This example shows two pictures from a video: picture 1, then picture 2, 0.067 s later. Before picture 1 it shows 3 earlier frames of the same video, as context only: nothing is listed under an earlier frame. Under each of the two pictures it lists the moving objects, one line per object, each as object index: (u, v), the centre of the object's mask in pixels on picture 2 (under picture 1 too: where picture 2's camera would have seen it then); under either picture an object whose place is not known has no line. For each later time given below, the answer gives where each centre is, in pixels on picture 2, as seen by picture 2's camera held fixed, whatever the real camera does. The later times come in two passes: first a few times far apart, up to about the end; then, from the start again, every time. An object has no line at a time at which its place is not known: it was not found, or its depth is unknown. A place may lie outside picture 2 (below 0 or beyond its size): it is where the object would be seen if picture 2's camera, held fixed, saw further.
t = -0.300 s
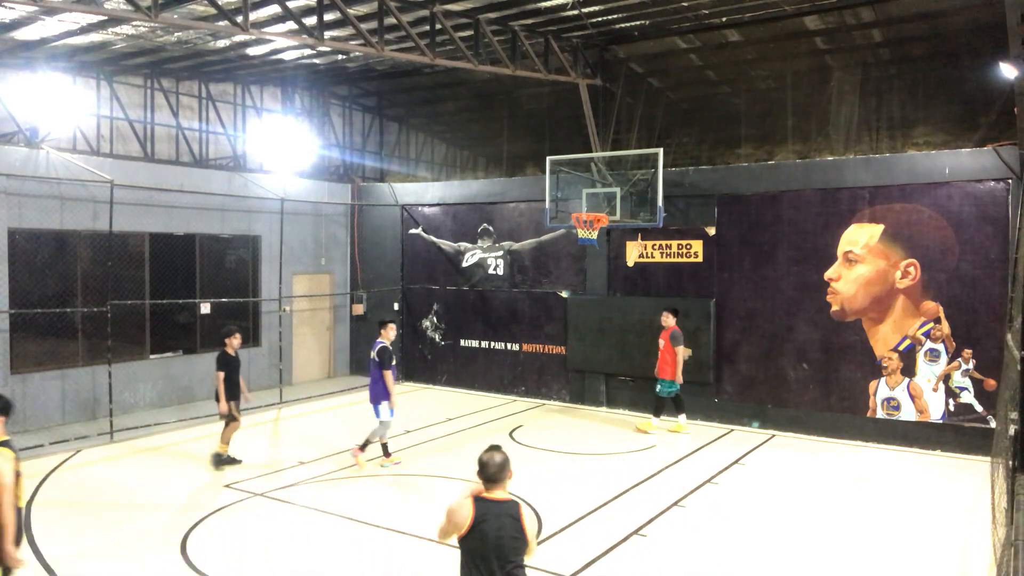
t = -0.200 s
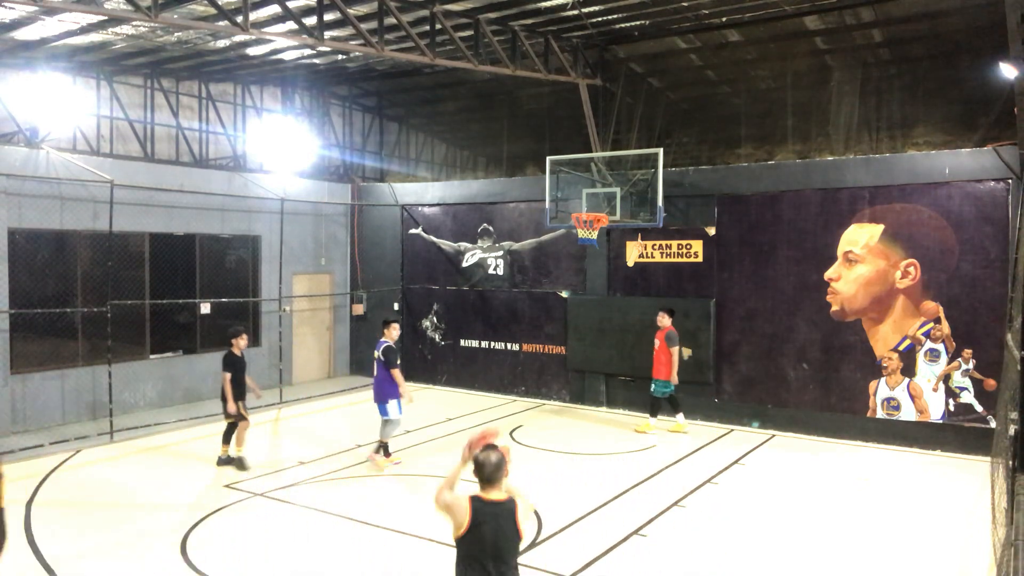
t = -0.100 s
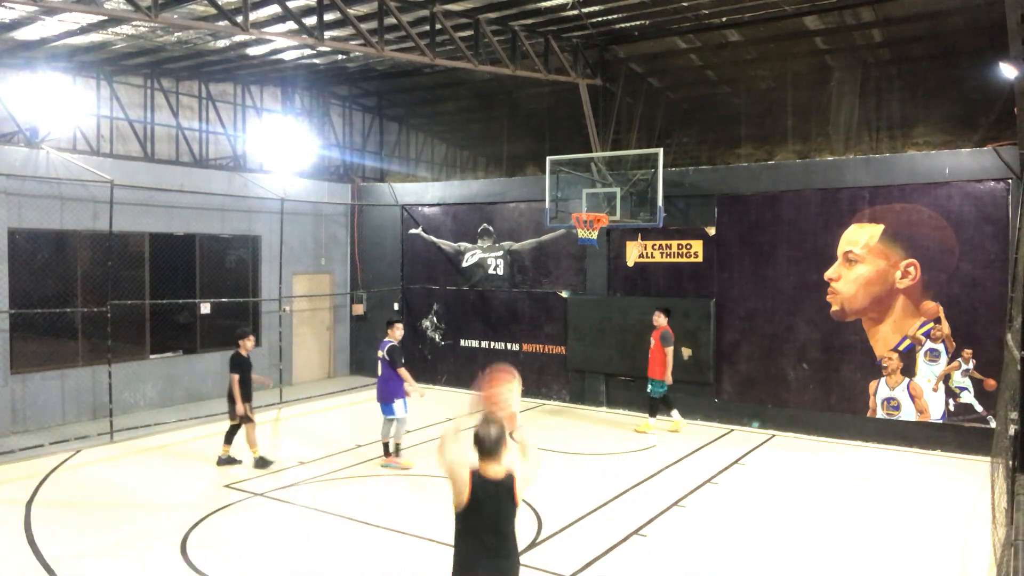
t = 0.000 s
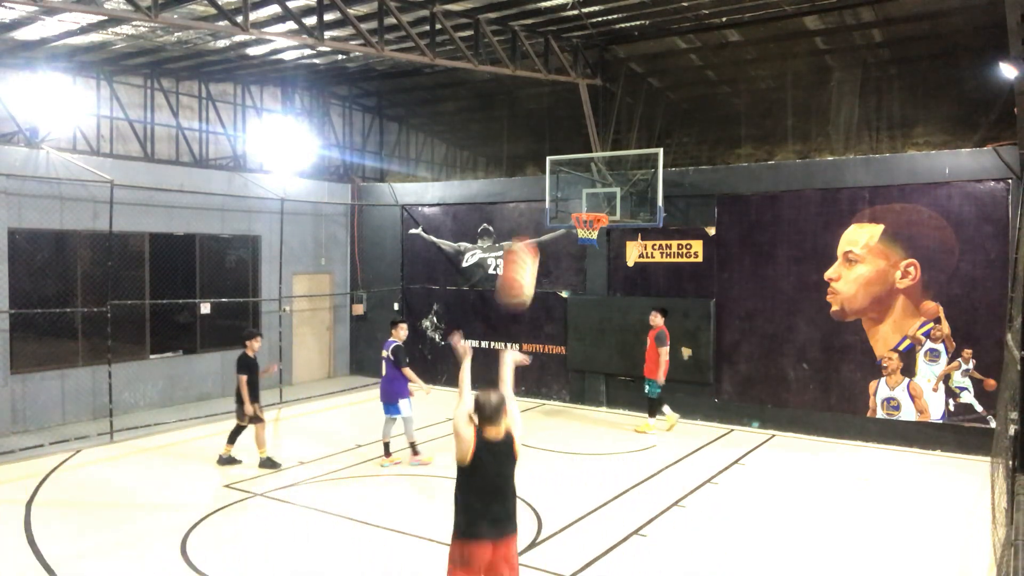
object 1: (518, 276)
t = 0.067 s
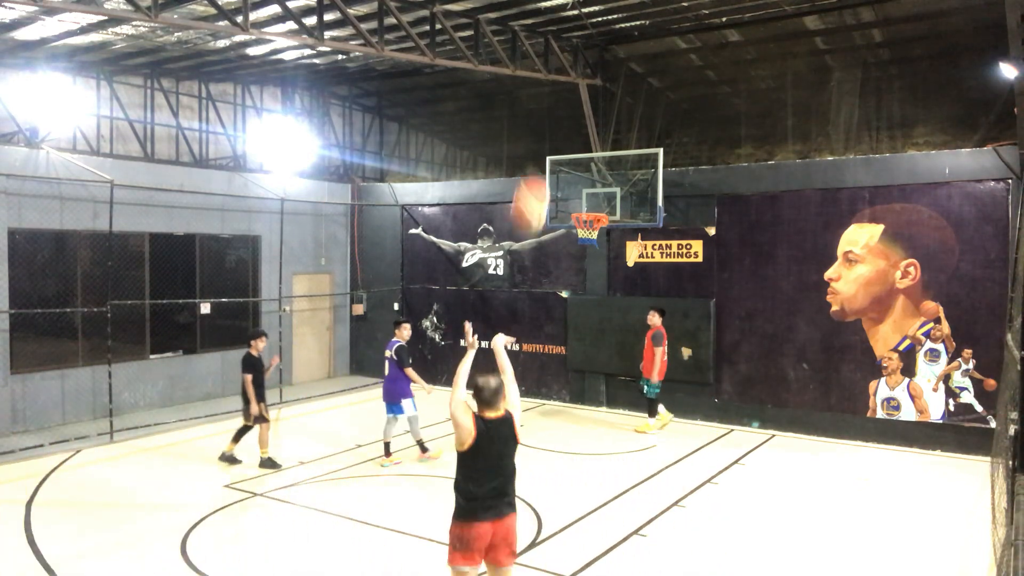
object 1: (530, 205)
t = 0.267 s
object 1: (558, 87)
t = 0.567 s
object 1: (585, 44)
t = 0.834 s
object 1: (600, 82)
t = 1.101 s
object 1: (610, 162)
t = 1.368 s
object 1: (628, 235)
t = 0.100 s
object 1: (536, 177)
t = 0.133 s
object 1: (541, 154)
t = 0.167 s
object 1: (546, 133)
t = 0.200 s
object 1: (550, 115)
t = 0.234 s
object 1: (554, 100)
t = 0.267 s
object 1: (558, 87)
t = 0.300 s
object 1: (562, 75)
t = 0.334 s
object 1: (566, 66)
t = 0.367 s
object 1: (569, 58)
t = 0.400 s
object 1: (572, 53)
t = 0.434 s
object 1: (575, 49)
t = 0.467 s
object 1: (578, 46)
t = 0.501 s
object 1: (581, 44)
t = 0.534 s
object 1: (583, 44)
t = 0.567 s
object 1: (585, 44)
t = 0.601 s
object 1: (588, 46)
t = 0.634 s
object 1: (590, 48)
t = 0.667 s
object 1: (592, 52)
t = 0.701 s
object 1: (594, 57)
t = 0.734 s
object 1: (596, 62)
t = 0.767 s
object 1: (597, 68)
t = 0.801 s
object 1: (599, 75)
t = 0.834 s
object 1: (600, 82)
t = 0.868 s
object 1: (602, 91)
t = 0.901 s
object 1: (604, 99)
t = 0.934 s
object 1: (605, 109)
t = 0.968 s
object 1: (606, 118)
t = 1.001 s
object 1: (607, 128)
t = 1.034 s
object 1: (608, 139)
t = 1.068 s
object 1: (609, 150)
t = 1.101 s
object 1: (610, 162)
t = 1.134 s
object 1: (611, 172)
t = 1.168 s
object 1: (612, 184)
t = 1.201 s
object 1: (613, 197)
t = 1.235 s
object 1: (614, 210)
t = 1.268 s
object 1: (613, 219)
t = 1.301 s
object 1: (617, 224)
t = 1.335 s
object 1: (623, 230)
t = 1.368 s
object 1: (628, 235)
